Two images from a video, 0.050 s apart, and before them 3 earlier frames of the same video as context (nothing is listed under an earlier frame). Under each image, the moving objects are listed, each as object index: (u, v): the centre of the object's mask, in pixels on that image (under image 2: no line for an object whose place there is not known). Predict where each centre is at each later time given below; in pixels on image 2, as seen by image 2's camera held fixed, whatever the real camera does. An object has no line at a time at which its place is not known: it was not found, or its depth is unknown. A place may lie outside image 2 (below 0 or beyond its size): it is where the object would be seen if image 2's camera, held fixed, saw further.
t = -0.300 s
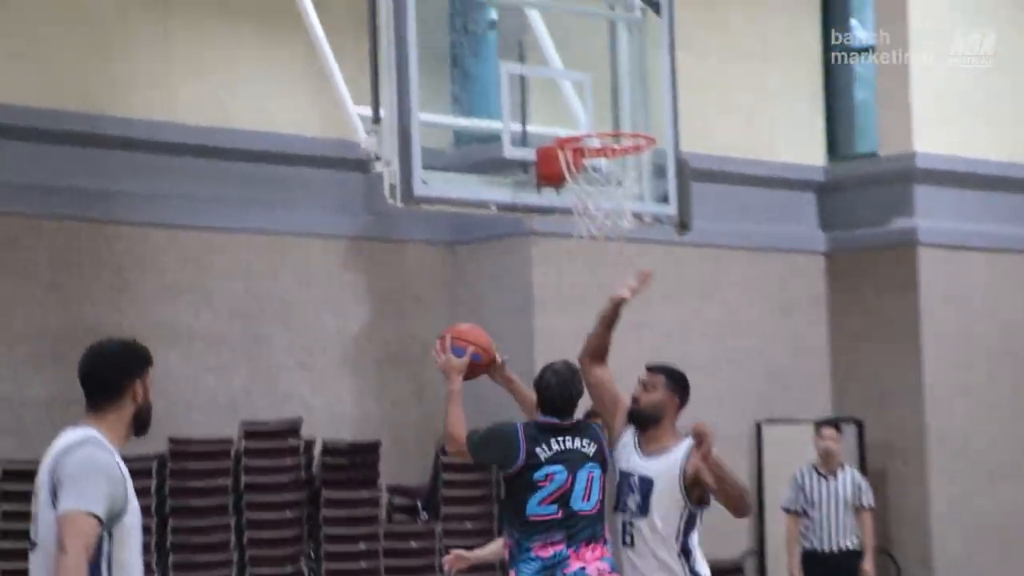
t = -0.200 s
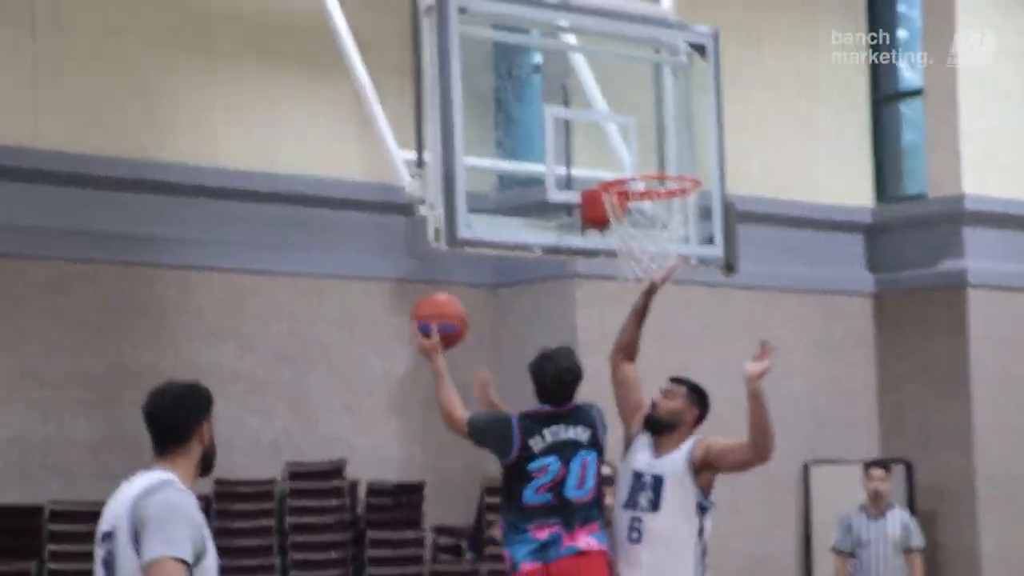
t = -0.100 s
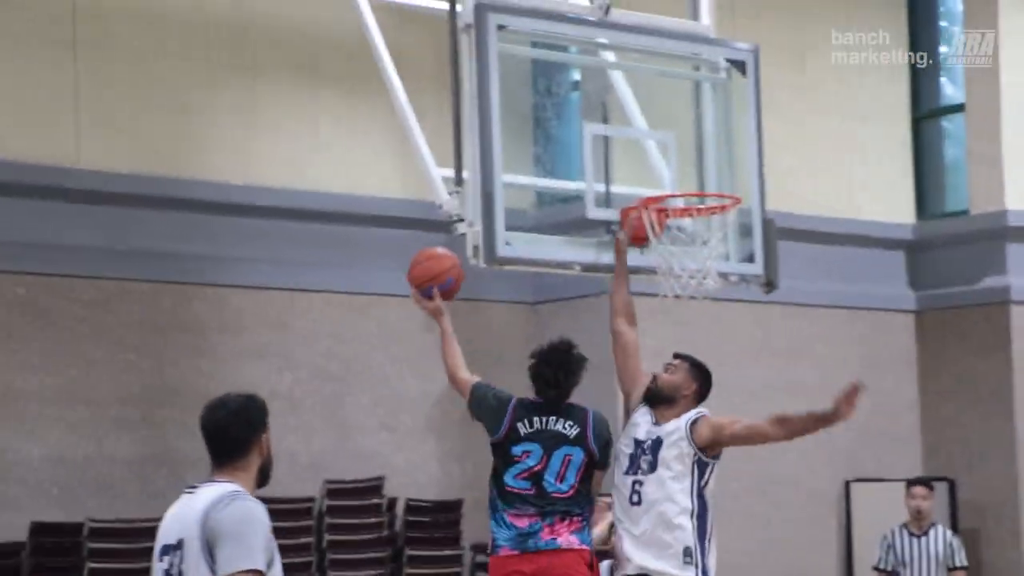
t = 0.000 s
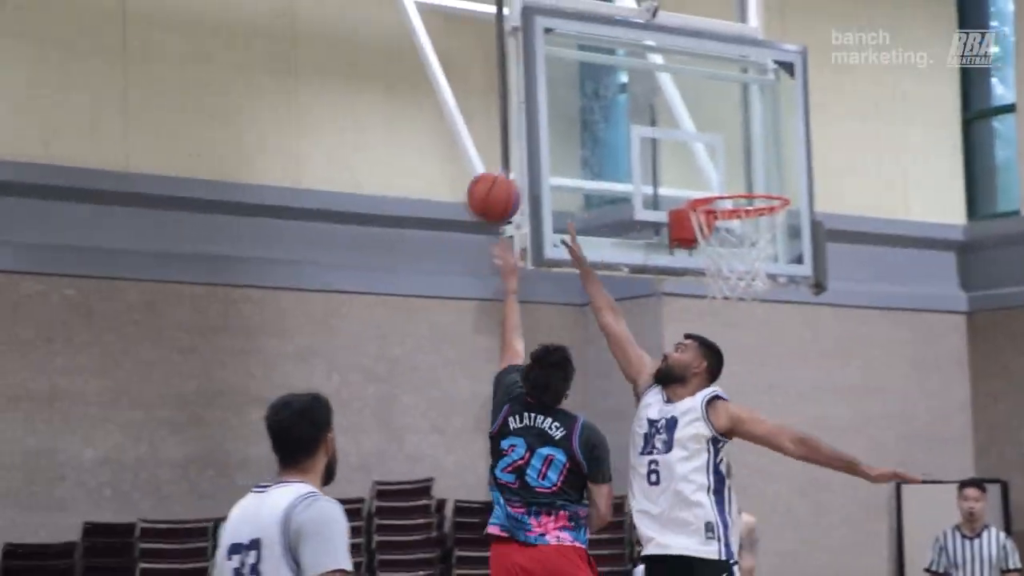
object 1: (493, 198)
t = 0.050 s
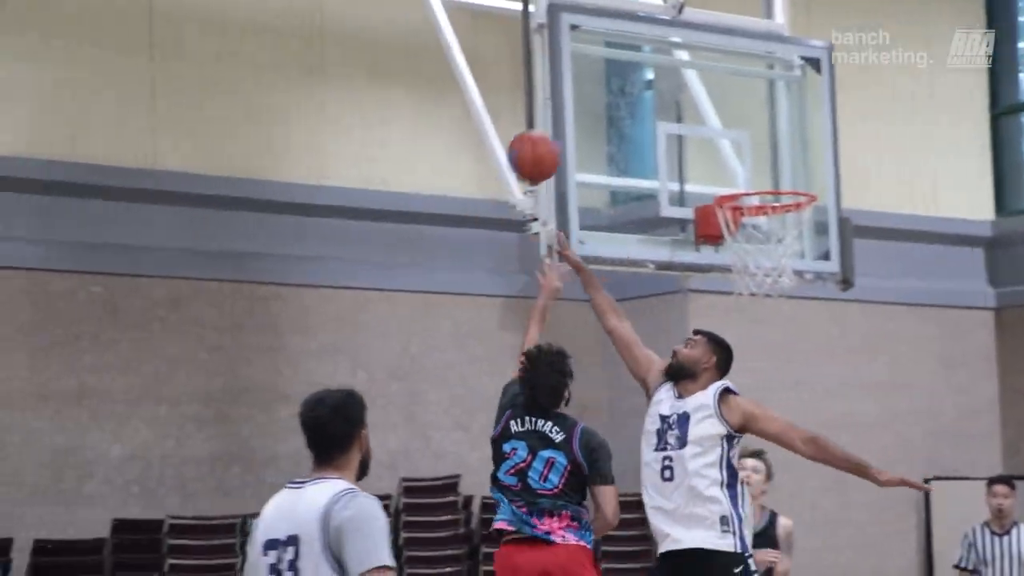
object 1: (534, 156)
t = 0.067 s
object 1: (537, 145)
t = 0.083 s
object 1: (540, 134)
